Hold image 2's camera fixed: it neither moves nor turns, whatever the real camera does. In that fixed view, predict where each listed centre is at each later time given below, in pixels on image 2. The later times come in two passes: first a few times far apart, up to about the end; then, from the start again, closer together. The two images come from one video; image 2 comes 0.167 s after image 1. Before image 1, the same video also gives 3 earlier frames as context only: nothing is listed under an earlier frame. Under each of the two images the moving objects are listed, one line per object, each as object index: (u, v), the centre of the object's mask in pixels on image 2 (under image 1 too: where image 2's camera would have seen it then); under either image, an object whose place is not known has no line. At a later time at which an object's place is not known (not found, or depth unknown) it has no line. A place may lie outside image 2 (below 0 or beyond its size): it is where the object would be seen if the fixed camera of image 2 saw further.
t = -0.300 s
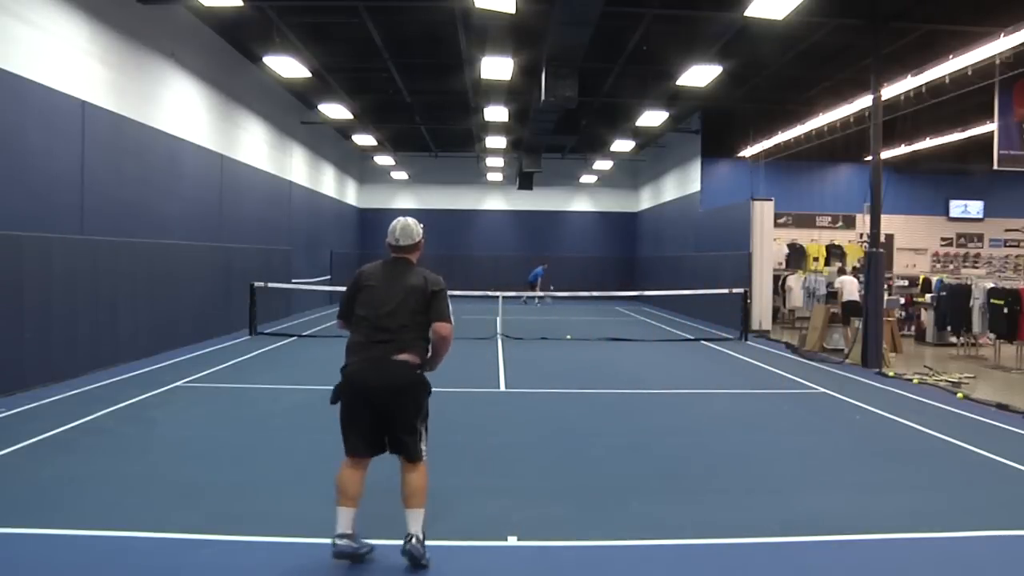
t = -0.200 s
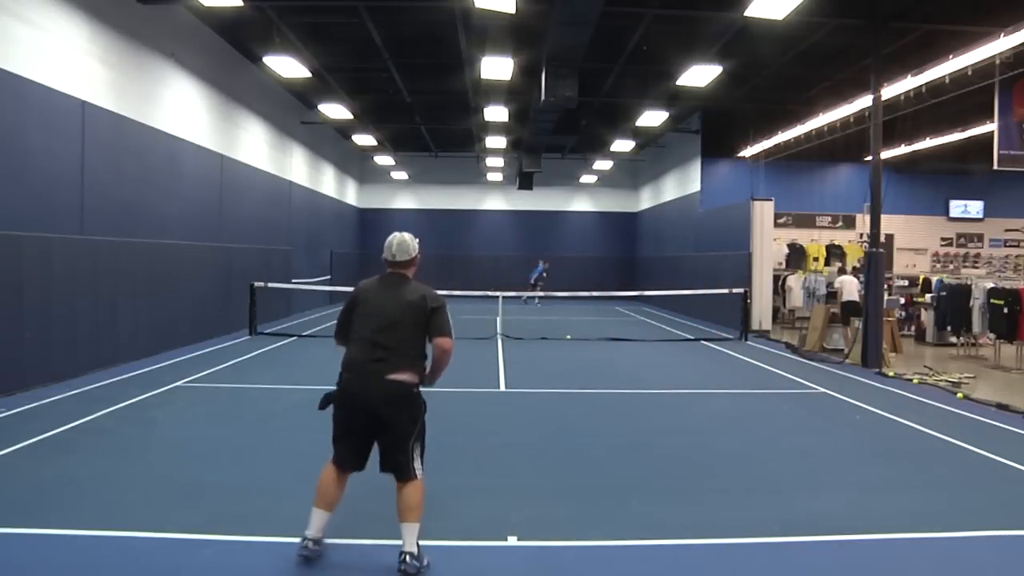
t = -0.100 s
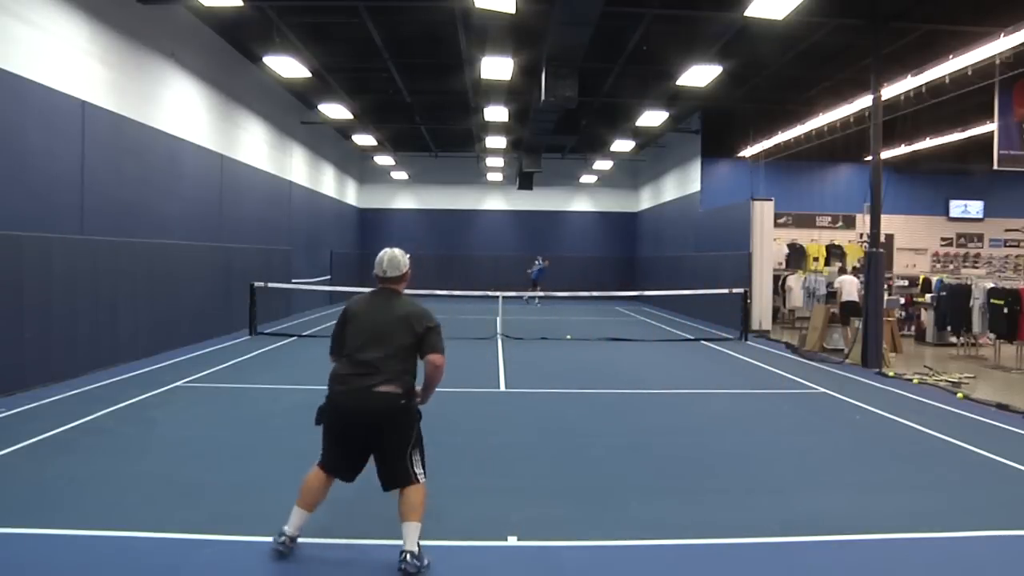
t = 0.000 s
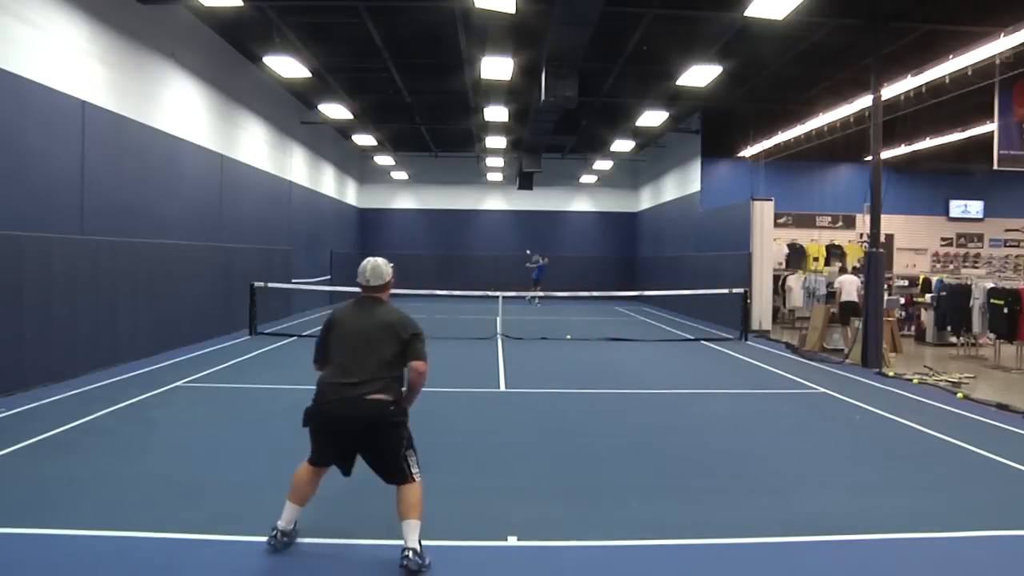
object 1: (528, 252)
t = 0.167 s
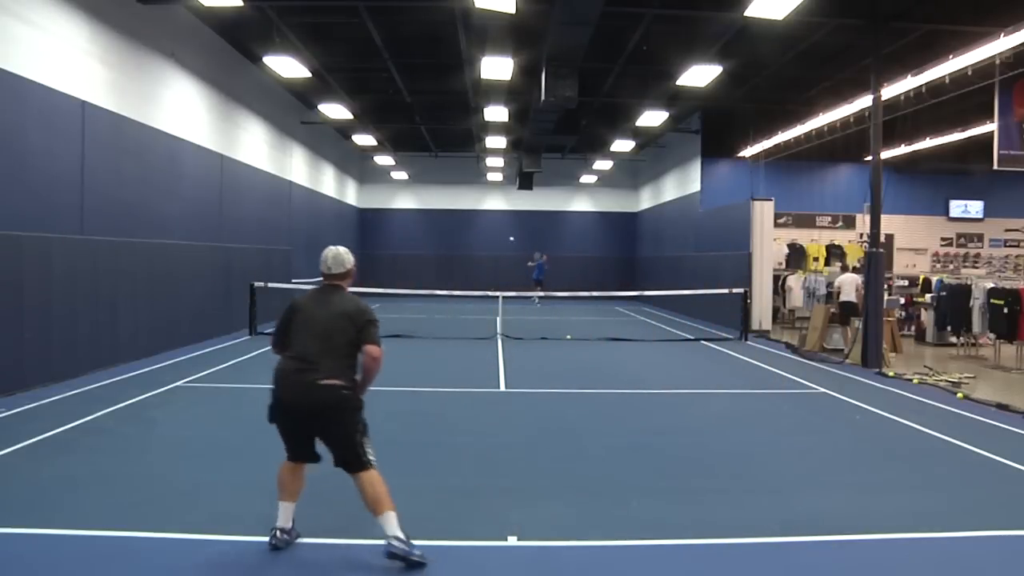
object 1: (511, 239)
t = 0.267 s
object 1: (500, 234)
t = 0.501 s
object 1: (467, 239)
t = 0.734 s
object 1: (419, 277)
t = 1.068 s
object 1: (306, 417)
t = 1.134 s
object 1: (284, 395)
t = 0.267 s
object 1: (500, 234)
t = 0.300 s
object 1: (495, 233)
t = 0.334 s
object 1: (491, 233)
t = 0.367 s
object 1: (486, 233)
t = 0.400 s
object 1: (482, 234)
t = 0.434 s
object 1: (477, 235)
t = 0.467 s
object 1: (472, 237)
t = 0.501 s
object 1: (467, 239)
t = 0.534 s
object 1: (461, 242)
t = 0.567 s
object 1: (455, 246)
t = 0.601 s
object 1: (448, 250)
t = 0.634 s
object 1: (441, 255)
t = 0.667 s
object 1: (434, 262)
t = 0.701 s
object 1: (427, 269)
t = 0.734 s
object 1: (419, 277)
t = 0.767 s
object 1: (411, 287)
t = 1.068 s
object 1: (306, 417)
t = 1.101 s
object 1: (297, 407)
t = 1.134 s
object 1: (284, 395)
